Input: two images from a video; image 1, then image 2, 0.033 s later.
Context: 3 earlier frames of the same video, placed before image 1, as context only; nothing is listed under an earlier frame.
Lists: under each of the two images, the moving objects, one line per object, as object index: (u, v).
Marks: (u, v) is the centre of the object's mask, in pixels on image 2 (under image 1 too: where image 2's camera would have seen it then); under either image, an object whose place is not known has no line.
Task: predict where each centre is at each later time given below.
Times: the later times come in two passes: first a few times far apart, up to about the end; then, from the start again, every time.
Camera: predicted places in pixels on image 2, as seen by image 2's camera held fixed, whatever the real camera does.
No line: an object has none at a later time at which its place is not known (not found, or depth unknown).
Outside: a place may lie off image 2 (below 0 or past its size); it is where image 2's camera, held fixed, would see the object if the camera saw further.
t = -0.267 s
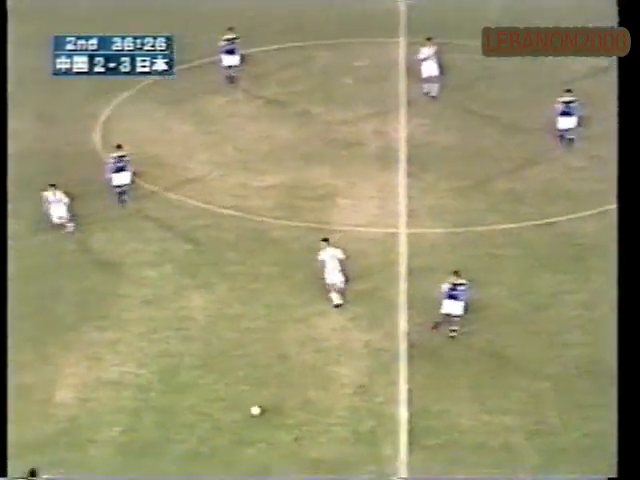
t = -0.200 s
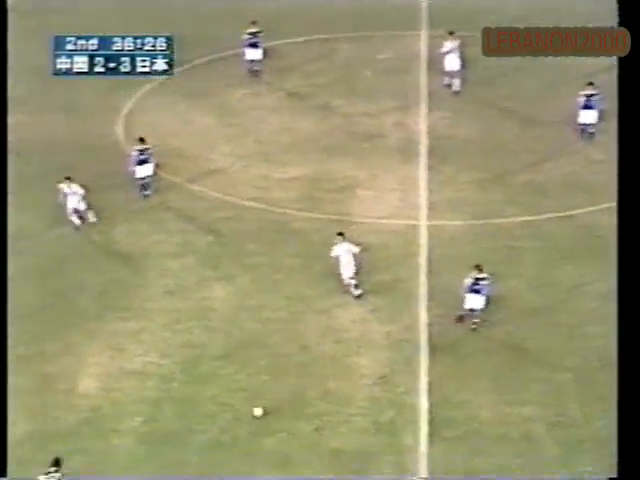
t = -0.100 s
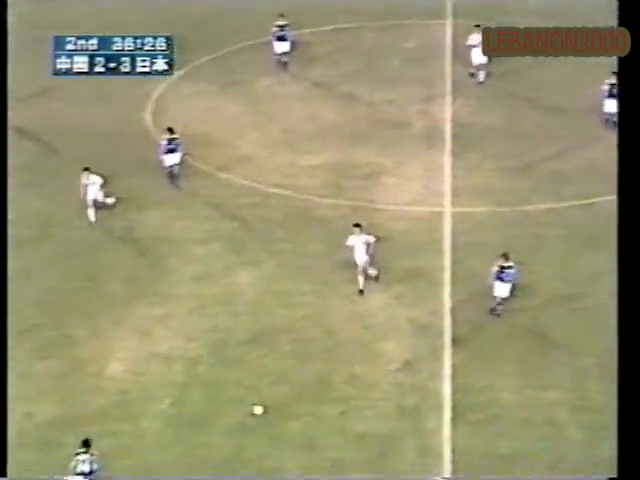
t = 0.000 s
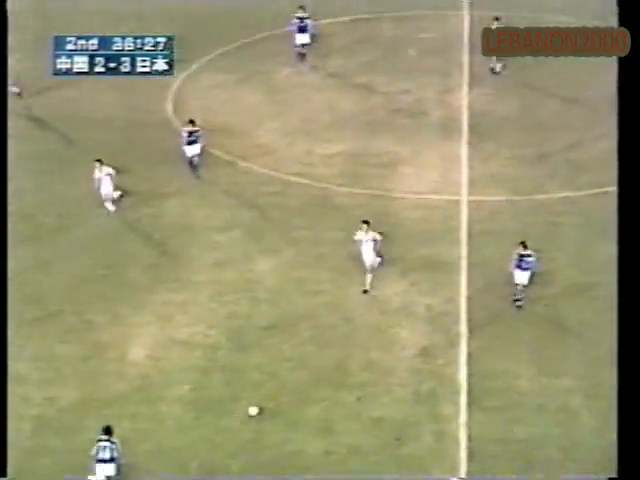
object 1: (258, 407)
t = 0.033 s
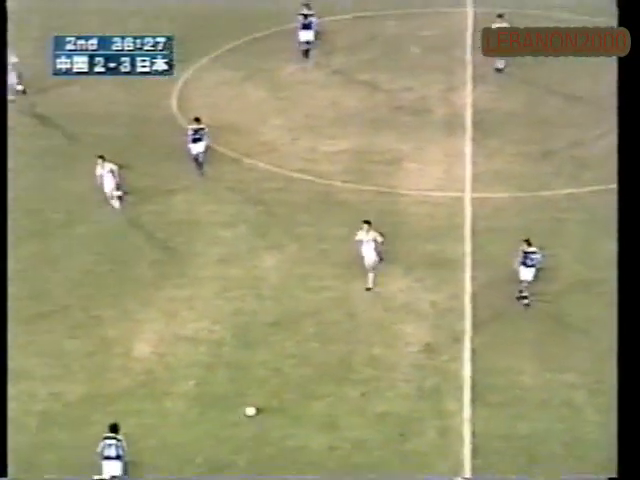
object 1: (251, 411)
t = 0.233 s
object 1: (208, 437)
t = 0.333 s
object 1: (188, 449)
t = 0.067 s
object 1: (243, 415)
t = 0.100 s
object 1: (236, 420)
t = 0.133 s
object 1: (229, 424)
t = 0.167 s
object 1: (222, 429)
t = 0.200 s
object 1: (214, 433)
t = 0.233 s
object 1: (208, 437)
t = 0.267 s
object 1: (201, 441)
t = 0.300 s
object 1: (195, 445)
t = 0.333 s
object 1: (188, 449)
